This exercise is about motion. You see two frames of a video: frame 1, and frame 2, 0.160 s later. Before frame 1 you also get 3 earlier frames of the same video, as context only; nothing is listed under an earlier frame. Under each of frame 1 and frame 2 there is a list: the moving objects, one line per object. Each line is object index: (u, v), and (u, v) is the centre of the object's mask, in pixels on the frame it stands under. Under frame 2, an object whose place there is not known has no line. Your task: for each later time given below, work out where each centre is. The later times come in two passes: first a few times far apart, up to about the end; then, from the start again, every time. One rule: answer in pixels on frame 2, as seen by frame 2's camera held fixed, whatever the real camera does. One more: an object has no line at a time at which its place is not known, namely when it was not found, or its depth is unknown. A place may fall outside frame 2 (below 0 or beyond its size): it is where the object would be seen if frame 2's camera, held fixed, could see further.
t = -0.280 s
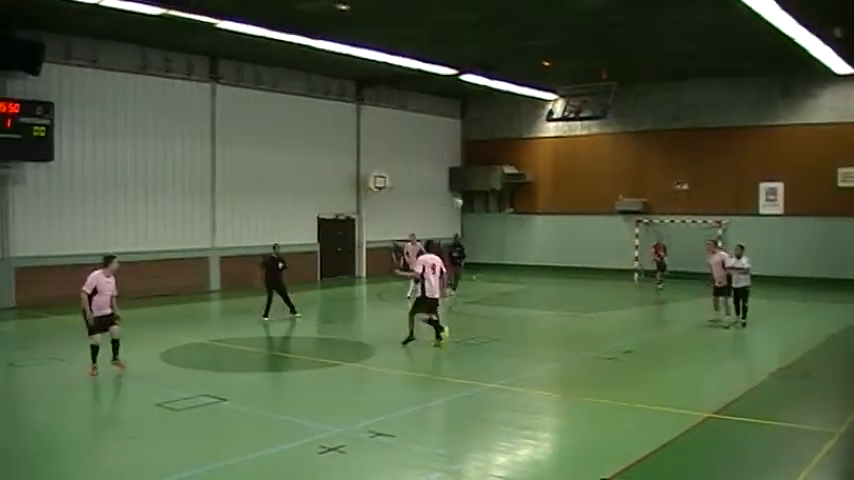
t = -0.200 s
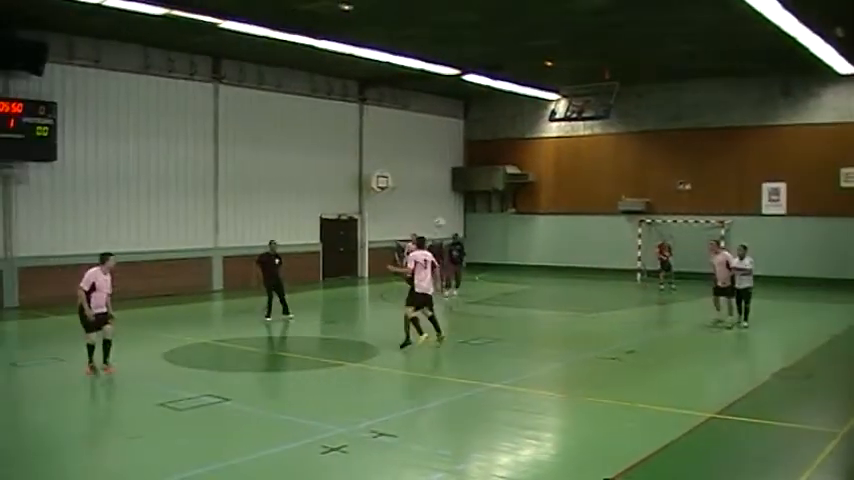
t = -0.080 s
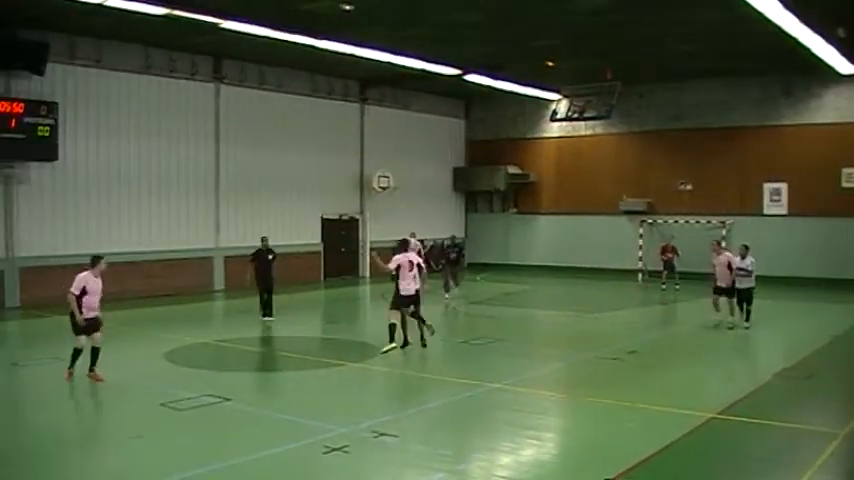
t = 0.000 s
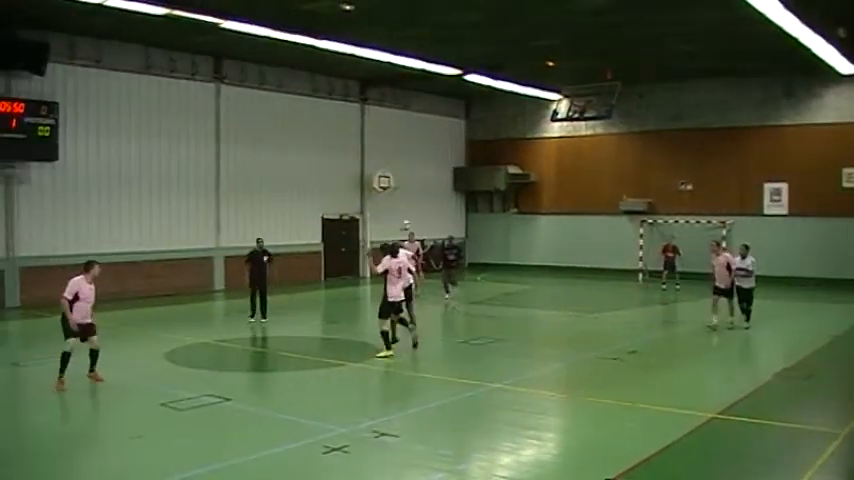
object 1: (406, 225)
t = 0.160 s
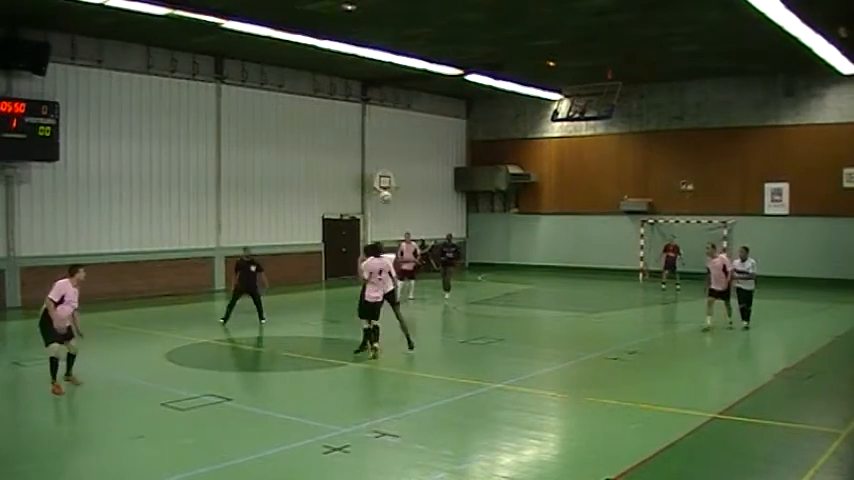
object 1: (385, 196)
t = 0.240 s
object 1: (374, 189)
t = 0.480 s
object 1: (331, 190)
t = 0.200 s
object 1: (379, 192)
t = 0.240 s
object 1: (374, 189)
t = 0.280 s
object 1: (368, 186)
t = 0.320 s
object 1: (360, 183)
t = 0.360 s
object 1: (354, 184)
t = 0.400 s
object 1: (346, 184)
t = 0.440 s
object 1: (339, 187)
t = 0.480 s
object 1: (331, 190)
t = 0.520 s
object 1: (323, 196)
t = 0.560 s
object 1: (314, 202)
